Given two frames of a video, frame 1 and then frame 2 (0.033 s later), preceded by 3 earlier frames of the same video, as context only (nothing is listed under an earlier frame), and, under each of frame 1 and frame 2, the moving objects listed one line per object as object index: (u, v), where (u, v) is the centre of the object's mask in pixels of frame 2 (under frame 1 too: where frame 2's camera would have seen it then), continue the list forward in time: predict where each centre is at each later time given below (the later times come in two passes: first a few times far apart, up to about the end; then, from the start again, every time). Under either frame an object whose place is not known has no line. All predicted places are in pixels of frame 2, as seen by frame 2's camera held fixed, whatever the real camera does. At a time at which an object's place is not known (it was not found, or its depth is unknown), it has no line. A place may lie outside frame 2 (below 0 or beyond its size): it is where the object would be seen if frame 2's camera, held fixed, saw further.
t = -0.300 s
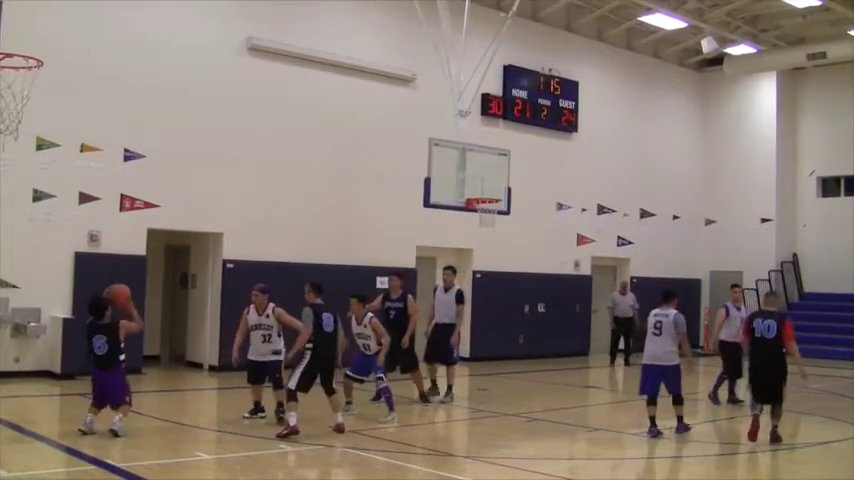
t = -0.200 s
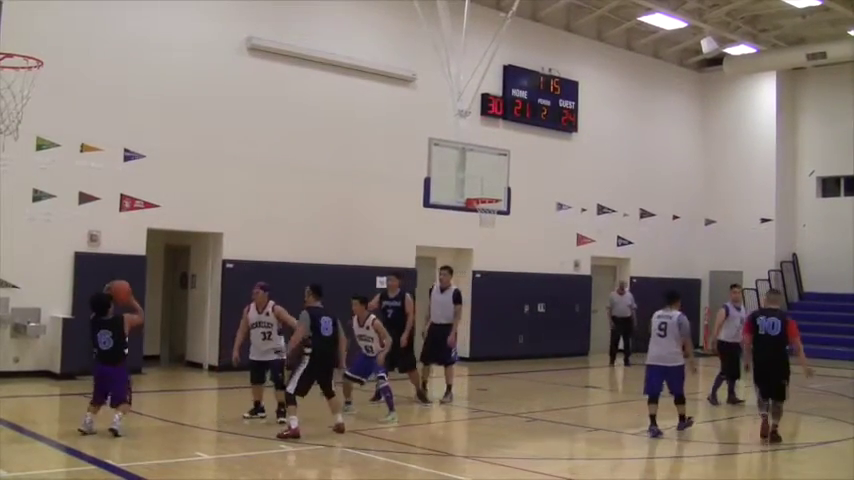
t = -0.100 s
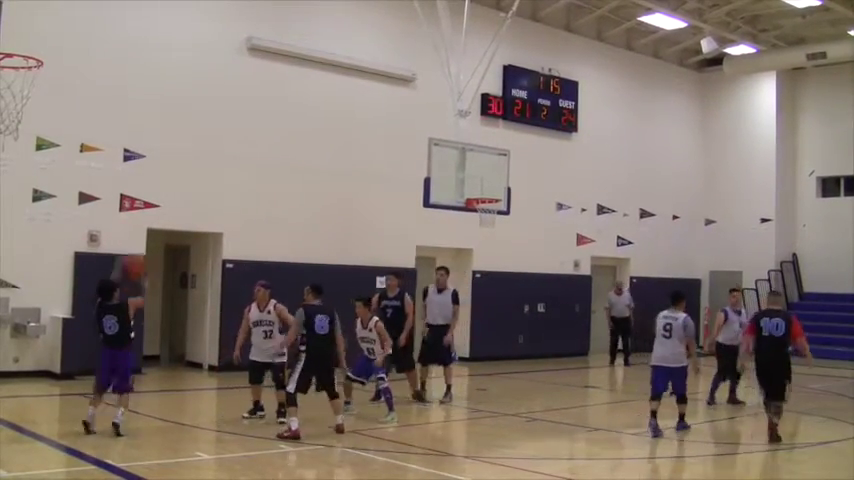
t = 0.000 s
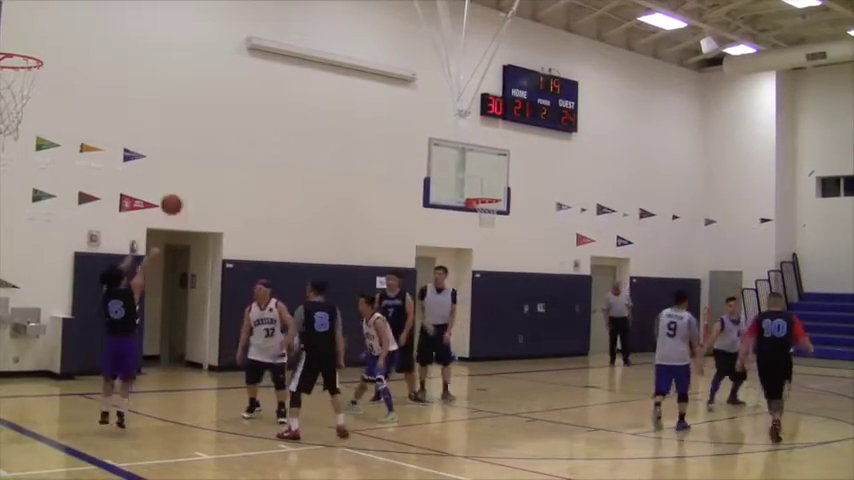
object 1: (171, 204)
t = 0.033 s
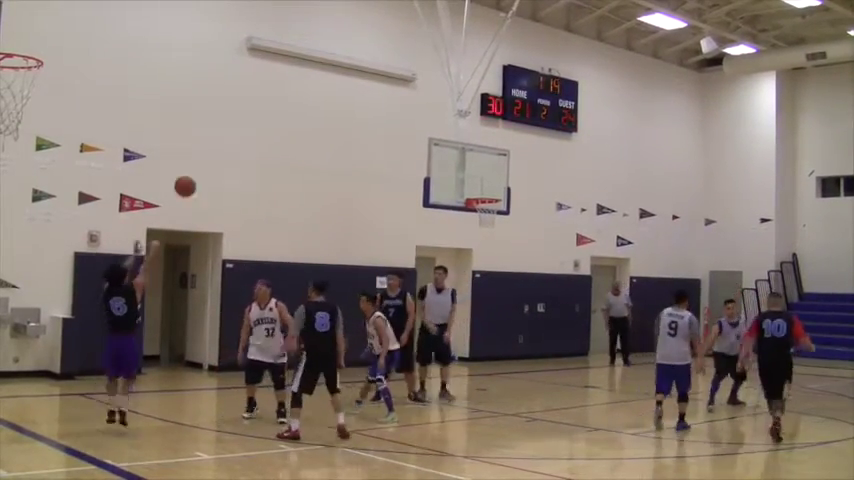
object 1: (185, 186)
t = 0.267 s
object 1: (269, 96)
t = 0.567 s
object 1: (353, 59)
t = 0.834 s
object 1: (411, 81)
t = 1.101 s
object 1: (458, 142)
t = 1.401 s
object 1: (494, 231)
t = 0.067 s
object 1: (198, 169)
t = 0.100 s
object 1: (211, 154)
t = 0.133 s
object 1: (223, 140)
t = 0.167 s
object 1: (235, 127)
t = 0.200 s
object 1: (246, 116)
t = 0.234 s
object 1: (258, 106)
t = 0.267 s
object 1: (269, 96)
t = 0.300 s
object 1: (279, 88)
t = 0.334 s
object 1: (290, 82)
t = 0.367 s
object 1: (299, 75)
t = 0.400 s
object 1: (309, 71)
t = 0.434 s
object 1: (318, 69)
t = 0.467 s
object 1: (327, 64)
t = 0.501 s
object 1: (336, 62)
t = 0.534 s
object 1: (344, 60)
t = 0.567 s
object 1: (353, 59)
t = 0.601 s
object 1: (361, 59)
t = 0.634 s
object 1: (369, 61)
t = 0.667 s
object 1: (376, 62)
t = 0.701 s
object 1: (384, 64)
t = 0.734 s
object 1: (391, 67)
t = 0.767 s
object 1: (398, 71)
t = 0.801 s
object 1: (405, 76)
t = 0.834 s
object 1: (411, 81)
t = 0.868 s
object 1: (417, 86)
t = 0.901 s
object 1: (424, 92)
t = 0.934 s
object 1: (429, 99)
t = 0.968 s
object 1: (435, 107)
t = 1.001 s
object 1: (441, 115)
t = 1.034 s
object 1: (447, 123)
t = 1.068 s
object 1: (453, 132)
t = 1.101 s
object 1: (458, 142)
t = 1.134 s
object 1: (464, 152)
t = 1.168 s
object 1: (469, 163)
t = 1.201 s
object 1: (474, 174)
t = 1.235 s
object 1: (479, 185)
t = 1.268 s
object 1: (484, 197)
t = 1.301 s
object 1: (488, 209)
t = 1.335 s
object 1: (490, 217)
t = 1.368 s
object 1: (493, 223)
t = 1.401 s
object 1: (494, 231)
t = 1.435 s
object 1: (497, 240)
